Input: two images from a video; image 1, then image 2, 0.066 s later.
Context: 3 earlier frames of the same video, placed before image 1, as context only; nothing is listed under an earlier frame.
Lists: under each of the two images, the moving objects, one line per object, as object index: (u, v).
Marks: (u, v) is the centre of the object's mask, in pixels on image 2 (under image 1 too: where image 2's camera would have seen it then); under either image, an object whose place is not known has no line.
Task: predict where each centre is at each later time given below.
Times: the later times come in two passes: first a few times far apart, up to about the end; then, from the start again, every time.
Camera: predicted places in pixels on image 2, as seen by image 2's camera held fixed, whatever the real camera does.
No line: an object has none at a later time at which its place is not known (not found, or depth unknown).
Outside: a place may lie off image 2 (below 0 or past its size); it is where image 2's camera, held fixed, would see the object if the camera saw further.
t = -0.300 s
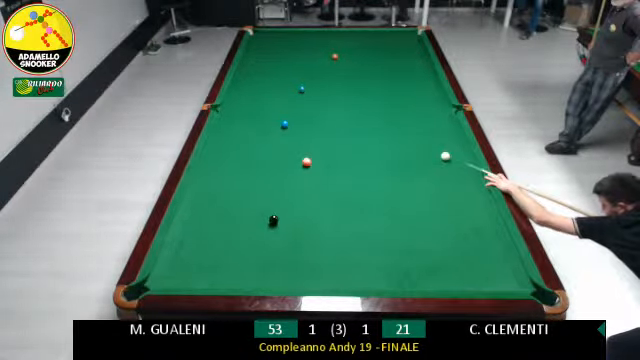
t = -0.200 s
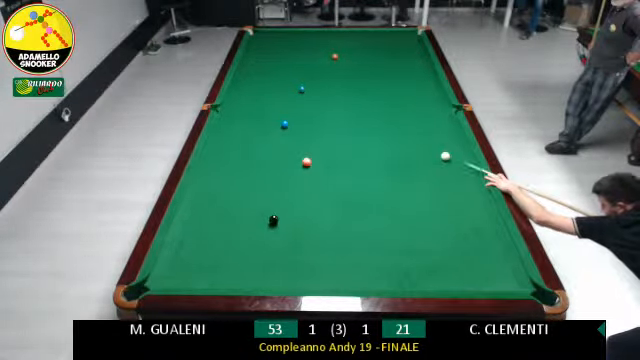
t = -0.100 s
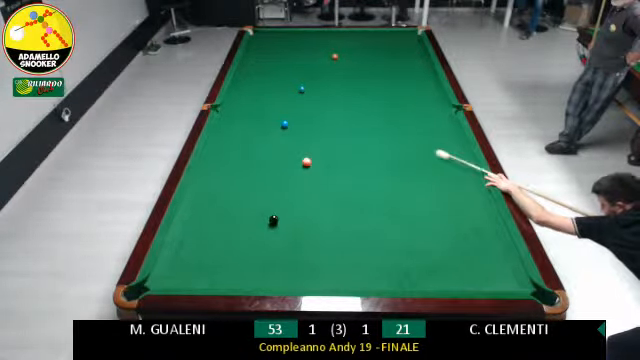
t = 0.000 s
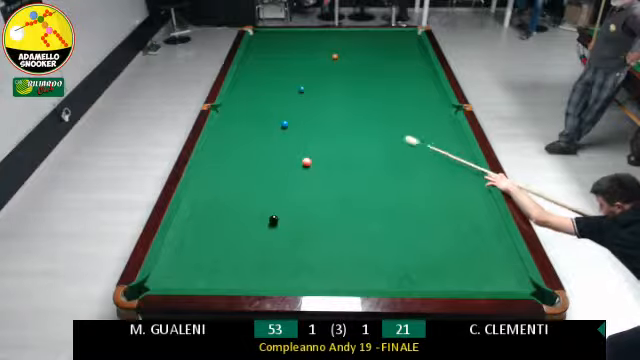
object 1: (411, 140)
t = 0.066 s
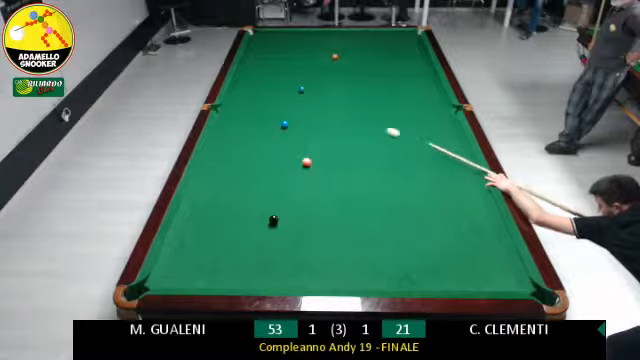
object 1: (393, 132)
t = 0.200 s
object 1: (359, 116)
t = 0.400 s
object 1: (314, 96)
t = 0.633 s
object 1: (281, 91)
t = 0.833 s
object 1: (256, 89)
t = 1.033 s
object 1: (232, 87)
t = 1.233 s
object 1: (249, 85)
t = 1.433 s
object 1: (267, 84)
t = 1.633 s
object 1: (285, 83)
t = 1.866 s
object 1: (304, 81)
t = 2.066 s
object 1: (320, 79)
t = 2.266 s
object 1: (335, 78)
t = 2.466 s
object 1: (350, 76)
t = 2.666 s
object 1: (364, 75)
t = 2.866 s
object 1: (377, 74)
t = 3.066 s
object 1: (390, 73)
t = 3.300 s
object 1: (404, 72)
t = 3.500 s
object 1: (416, 70)
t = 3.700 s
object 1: (427, 70)
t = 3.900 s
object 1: (429, 69)
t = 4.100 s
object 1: (421, 68)
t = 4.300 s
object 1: (414, 68)
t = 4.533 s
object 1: (406, 67)
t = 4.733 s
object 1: (400, 67)
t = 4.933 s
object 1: (395, 66)
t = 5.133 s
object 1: (390, 66)
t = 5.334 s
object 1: (385, 66)
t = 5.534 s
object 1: (381, 65)
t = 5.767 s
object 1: (376, 65)
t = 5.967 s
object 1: (374, 65)
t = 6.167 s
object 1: (370, 64)
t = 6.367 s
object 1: (368, 64)
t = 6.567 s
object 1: (367, 64)
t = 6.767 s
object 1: (365, 64)
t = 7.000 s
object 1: (364, 64)
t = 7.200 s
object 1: (364, 64)
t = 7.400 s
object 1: (364, 64)
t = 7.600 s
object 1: (363, 64)
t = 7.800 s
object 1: (363, 64)
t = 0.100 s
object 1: (384, 127)
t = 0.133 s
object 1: (375, 123)
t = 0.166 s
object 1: (367, 119)
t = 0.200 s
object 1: (359, 116)
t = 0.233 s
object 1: (350, 112)
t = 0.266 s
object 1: (342, 109)
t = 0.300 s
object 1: (335, 106)
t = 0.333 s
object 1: (328, 102)
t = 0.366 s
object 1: (320, 100)
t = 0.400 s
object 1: (314, 96)
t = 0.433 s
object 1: (306, 92)
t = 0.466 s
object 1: (301, 91)
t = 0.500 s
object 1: (297, 91)
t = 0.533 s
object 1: (294, 92)
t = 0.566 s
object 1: (290, 92)
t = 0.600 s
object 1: (286, 92)
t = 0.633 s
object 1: (281, 91)
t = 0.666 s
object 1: (277, 91)
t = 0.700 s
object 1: (273, 91)
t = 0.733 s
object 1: (268, 90)
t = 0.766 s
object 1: (264, 90)
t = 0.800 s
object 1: (260, 90)
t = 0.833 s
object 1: (256, 89)
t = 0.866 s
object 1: (252, 89)
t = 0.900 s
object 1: (248, 89)
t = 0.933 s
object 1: (243, 88)
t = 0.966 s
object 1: (240, 88)
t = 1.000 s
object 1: (236, 88)
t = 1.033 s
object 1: (232, 87)
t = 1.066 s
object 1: (233, 87)
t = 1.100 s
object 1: (237, 87)
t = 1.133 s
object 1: (240, 86)
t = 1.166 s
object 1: (243, 86)
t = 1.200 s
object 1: (246, 86)
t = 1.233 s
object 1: (249, 85)
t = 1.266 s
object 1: (252, 85)
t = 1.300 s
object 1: (254, 85)
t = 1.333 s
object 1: (259, 85)
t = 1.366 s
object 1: (261, 85)
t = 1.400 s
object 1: (264, 84)
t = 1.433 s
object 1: (267, 84)
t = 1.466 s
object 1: (270, 84)
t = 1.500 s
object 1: (273, 84)
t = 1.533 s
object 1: (276, 83)
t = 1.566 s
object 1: (279, 83)
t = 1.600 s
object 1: (282, 83)
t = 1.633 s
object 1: (285, 83)
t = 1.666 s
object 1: (287, 82)
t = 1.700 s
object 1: (290, 82)
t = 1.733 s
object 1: (293, 82)
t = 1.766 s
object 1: (296, 82)
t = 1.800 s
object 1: (299, 81)
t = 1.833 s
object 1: (301, 81)
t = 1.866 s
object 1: (304, 81)
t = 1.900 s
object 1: (307, 80)
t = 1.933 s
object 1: (309, 80)
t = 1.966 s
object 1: (312, 80)
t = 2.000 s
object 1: (315, 80)
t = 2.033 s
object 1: (317, 80)
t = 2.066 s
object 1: (320, 79)
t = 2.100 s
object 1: (323, 79)
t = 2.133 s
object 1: (325, 78)
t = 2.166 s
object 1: (328, 78)
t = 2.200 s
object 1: (330, 78)
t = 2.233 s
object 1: (333, 78)
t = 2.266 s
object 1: (335, 78)
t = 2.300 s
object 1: (338, 78)
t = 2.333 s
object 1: (340, 77)
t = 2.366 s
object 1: (343, 77)
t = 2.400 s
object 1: (345, 77)
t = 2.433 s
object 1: (348, 77)
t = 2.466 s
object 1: (350, 76)
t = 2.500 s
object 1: (353, 76)
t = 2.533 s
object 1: (355, 76)
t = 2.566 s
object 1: (357, 76)
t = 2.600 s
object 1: (360, 75)
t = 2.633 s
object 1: (362, 75)
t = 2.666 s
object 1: (364, 75)
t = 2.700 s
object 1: (366, 75)
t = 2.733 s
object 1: (368, 75)
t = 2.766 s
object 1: (371, 75)
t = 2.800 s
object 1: (373, 74)
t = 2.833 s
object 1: (375, 74)
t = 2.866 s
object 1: (377, 74)
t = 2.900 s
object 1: (379, 74)
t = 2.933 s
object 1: (382, 74)
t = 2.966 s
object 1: (384, 74)
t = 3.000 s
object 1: (386, 74)
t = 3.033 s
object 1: (388, 73)
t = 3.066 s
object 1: (390, 73)
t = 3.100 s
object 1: (392, 73)
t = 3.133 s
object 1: (395, 73)
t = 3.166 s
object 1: (396, 72)
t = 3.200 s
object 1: (398, 72)
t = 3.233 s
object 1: (400, 72)
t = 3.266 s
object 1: (402, 72)
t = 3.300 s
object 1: (404, 72)
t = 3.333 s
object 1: (406, 71)
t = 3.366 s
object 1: (408, 71)
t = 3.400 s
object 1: (410, 71)
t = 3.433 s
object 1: (412, 71)
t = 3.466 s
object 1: (415, 71)
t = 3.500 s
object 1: (416, 70)
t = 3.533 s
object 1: (418, 70)
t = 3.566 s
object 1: (420, 70)
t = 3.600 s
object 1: (422, 70)
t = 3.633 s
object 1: (424, 70)
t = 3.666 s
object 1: (425, 70)
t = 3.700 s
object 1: (427, 70)
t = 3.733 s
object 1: (428, 70)
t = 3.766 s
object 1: (430, 70)
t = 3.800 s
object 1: (431, 70)
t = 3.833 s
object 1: (432, 69)
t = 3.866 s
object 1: (431, 69)
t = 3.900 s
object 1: (429, 69)
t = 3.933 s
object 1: (428, 69)
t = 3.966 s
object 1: (427, 69)
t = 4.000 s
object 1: (425, 69)
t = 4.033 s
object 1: (424, 69)
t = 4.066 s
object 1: (423, 68)
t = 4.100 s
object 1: (421, 68)
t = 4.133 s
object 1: (421, 68)
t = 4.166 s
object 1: (419, 68)
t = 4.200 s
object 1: (418, 68)
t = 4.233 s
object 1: (417, 68)
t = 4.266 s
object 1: (416, 68)
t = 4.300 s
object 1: (414, 68)
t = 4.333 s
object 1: (414, 67)
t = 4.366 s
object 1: (412, 67)
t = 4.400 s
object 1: (412, 67)
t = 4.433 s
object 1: (410, 67)
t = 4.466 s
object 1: (409, 67)
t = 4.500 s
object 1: (408, 67)
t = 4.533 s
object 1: (406, 67)
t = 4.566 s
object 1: (405, 67)
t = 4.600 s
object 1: (404, 67)
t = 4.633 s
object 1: (403, 67)
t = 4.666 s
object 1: (403, 67)
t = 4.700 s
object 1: (401, 67)
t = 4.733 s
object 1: (400, 67)
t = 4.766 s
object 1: (399, 67)
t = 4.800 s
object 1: (399, 66)
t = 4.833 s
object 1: (398, 66)
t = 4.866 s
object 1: (397, 66)
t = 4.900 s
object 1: (396, 66)
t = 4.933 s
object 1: (395, 66)
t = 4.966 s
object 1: (393, 66)
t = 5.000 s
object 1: (393, 66)
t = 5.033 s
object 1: (392, 66)
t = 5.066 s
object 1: (391, 66)
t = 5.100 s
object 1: (391, 66)
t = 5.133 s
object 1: (390, 66)
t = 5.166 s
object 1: (388, 66)
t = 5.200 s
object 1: (388, 66)
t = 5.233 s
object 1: (387, 66)
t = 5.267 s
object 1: (387, 65)
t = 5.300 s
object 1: (386, 65)
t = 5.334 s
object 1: (385, 66)
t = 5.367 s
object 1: (384, 65)
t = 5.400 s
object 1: (384, 65)
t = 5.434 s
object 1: (383, 65)
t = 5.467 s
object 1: (382, 65)
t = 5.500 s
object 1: (382, 65)
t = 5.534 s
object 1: (381, 65)
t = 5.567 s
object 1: (380, 65)
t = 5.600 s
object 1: (379, 65)
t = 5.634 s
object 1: (379, 65)
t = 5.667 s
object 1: (378, 65)
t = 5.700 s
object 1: (378, 65)
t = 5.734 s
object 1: (377, 65)
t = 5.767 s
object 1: (376, 65)
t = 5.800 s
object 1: (376, 65)
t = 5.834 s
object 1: (375, 65)
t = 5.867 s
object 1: (375, 65)
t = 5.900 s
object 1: (374, 65)
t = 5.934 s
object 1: (374, 65)
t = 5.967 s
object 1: (374, 65)
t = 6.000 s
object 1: (373, 64)
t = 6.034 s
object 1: (372, 64)
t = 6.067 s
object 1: (372, 64)
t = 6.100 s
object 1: (371, 64)
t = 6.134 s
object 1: (371, 64)
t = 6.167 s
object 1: (370, 64)
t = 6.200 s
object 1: (370, 64)
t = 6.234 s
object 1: (370, 64)
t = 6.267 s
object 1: (369, 64)
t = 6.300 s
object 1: (369, 64)
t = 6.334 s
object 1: (369, 64)
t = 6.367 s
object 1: (368, 64)
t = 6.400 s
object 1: (368, 64)
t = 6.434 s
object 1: (368, 64)
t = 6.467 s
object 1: (368, 64)
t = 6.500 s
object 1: (367, 64)
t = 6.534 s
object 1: (367, 64)
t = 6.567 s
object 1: (367, 64)
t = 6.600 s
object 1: (366, 64)
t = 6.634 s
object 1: (366, 64)
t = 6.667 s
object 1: (366, 64)
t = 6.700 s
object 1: (366, 64)
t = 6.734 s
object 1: (365, 64)
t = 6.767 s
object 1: (365, 64)
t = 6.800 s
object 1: (365, 64)
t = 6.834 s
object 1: (365, 64)
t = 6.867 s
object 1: (365, 64)
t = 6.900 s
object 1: (364, 64)
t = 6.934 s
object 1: (364, 64)
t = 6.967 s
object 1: (364, 64)
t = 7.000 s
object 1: (364, 64)
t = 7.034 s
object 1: (364, 64)
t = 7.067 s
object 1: (364, 64)
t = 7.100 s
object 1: (364, 64)
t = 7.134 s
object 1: (364, 64)
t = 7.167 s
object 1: (364, 64)
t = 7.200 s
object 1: (364, 64)
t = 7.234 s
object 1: (364, 64)
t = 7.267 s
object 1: (364, 64)
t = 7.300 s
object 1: (364, 64)
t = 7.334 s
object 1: (364, 64)
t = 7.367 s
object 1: (364, 64)
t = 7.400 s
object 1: (364, 64)
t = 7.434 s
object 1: (363, 64)
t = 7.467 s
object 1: (363, 64)
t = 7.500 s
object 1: (363, 64)
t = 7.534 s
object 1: (363, 64)
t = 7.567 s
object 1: (363, 64)
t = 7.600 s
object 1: (363, 64)
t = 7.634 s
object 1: (364, 64)
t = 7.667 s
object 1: (363, 64)
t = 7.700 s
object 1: (363, 64)
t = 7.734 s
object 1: (363, 64)
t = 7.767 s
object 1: (363, 64)
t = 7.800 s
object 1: (363, 64)
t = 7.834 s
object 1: (363, 64)
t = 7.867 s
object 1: (363, 64)
